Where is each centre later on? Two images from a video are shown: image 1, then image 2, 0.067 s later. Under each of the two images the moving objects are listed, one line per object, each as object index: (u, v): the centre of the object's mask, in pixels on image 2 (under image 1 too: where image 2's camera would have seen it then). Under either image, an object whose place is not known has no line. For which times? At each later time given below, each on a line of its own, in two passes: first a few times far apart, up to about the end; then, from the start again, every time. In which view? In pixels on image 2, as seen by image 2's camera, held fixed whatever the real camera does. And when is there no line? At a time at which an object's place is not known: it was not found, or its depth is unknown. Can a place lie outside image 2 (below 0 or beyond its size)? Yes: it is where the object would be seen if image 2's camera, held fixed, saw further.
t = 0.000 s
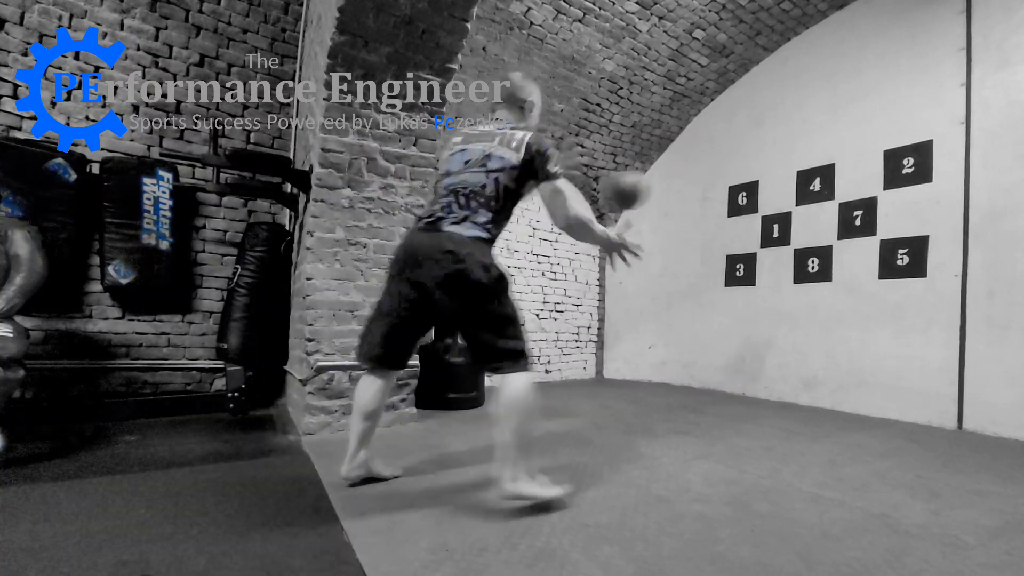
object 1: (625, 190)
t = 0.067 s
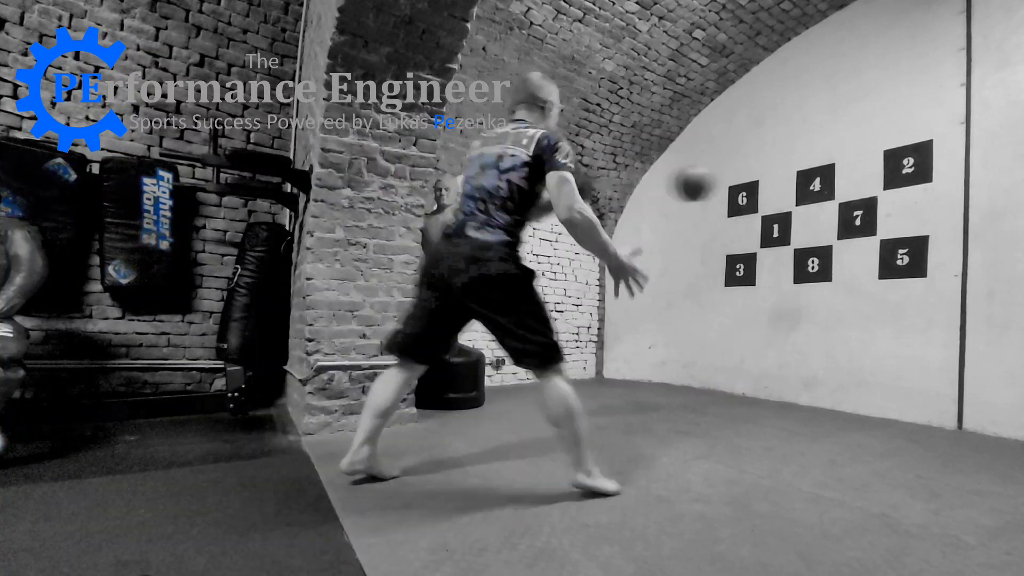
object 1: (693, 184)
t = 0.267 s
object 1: (862, 199)
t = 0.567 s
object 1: (860, 248)
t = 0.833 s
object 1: (773, 473)
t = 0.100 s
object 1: (725, 182)
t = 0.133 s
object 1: (757, 182)
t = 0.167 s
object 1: (782, 185)
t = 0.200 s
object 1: (814, 189)
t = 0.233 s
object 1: (833, 194)
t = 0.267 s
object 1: (862, 199)
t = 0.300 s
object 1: (885, 211)
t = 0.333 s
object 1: (901, 219)
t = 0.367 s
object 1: (895, 216)
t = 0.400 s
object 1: (891, 217)
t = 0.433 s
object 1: (885, 219)
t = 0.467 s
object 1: (880, 222)
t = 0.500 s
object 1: (873, 229)
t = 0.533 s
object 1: (867, 236)
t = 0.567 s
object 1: (860, 248)
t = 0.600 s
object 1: (853, 262)
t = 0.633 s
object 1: (845, 278)
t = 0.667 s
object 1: (835, 301)
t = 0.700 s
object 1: (826, 323)
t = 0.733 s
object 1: (813, 357)
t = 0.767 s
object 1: (802, 391)
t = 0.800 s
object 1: (786, 439)
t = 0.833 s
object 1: (773, 473)
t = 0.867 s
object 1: (764, 446)
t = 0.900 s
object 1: (755, 418)
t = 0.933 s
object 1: (745, 392)
